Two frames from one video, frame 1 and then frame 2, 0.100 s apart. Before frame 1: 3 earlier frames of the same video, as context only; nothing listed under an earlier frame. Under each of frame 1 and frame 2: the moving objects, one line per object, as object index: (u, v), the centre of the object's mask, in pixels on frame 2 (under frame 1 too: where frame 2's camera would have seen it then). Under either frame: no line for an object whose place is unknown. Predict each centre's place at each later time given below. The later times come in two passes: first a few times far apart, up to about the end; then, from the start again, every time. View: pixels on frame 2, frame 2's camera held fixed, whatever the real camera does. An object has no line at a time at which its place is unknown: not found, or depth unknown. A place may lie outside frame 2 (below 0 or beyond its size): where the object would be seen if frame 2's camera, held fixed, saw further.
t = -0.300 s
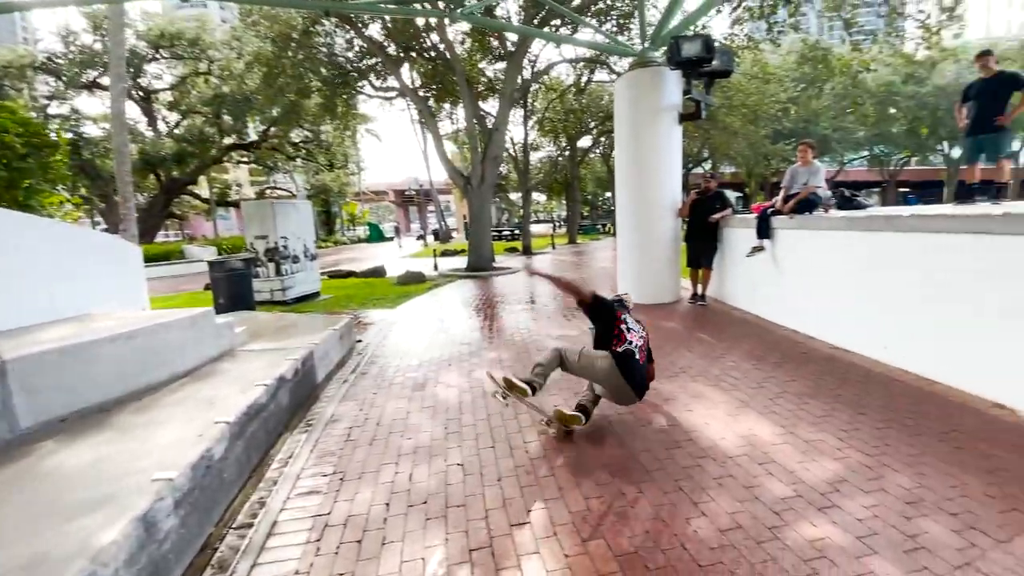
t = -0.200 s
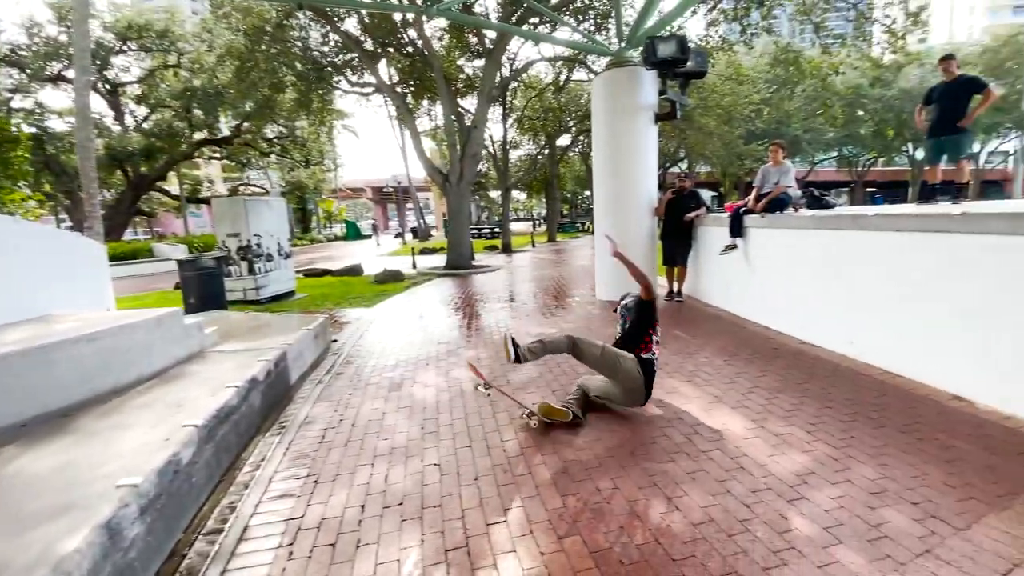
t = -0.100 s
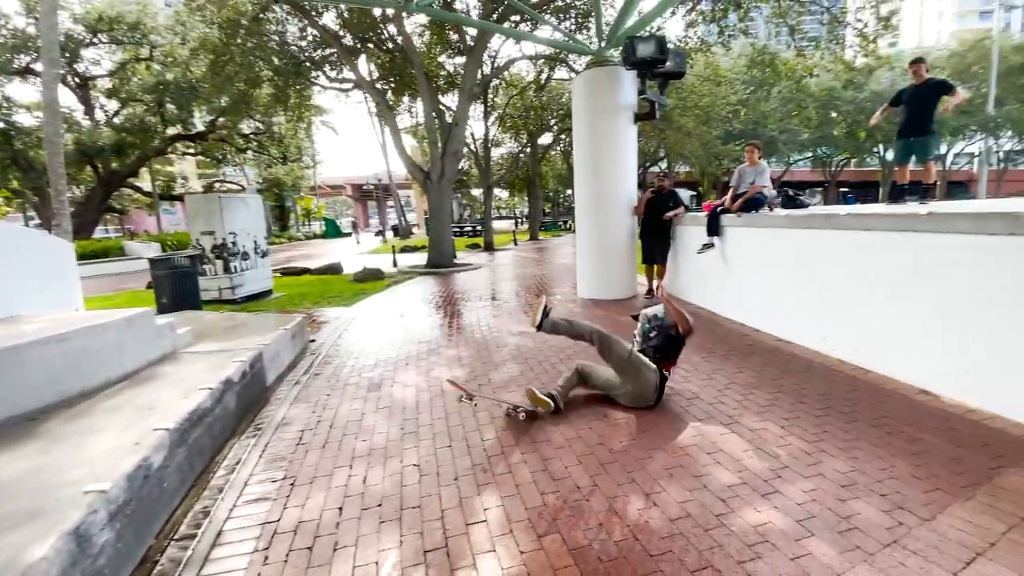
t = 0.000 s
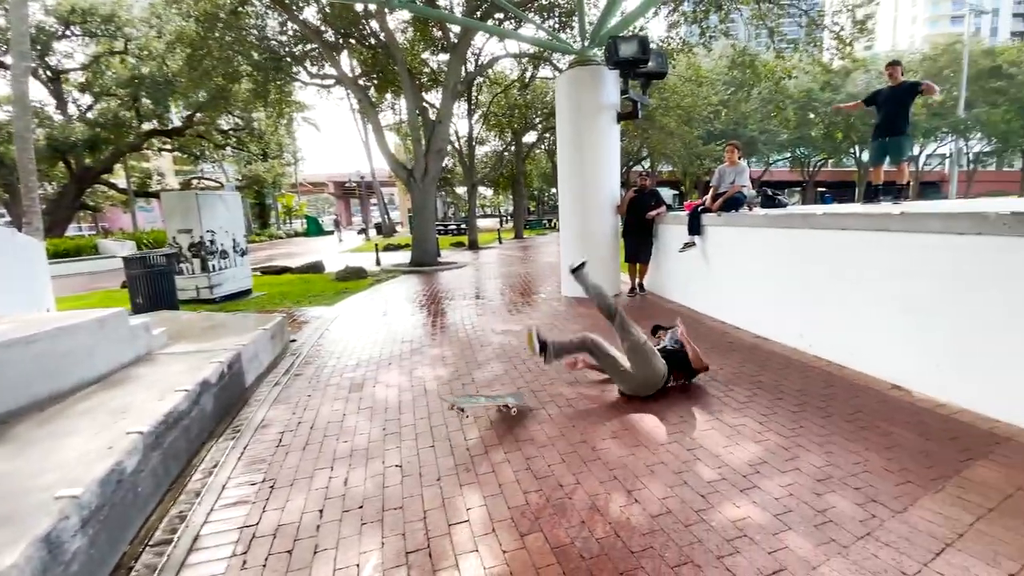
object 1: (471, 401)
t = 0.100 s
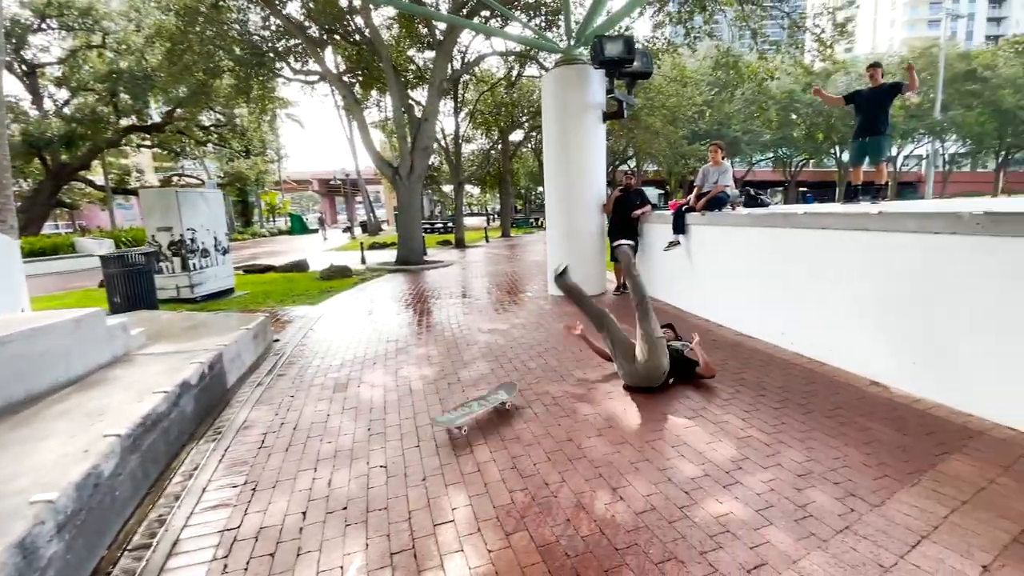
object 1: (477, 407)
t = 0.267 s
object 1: (490, 402)
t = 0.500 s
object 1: (497, 399)
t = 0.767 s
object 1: (504, 395)
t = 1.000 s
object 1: (507, 392)
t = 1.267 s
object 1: (510, 390)
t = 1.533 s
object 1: (511, 389)
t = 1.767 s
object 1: (511, 390)
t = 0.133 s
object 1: (480, 405)
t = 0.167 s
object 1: (482, 403)
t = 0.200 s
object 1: (485, 402)
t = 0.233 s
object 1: (487, 402)
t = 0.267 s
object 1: (490, 402)
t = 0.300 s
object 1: (491, 403)
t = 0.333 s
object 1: (492, 402)
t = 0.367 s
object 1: (494, 401)
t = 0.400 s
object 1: (495, 401)
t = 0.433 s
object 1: (495, 400)
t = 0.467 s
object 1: (496, 399)
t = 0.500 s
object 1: (497, 399)
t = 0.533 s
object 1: (498, 398)
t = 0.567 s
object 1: (499, 397)
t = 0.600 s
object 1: (500, 397)
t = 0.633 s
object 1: (501, 396)
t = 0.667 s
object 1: (501, 396)
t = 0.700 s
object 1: (502, 396)
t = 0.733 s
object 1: (503, 395)
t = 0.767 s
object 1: (504, 395)
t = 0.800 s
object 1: (504, 394)
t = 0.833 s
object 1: (505, 394)
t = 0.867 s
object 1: (506, 393)
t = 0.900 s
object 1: (506, 393)
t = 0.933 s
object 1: (506, 392)
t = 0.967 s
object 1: (507, 392)
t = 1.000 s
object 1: (507, 392)
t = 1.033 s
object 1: (508, 391)
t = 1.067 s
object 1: (508, 391)
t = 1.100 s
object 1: (508, 391)
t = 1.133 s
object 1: (509, 390)
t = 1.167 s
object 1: (509, 390)
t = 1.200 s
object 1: (509, 390)
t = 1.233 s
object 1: (510, 390)
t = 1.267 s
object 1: (510, 390)
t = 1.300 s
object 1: (510, 390)
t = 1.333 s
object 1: (511, 389)
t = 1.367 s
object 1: (511, 389)
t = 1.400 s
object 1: (511, 389)
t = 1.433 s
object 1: (511, 389)
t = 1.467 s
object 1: (511, 389)
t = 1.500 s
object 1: (511, 389)
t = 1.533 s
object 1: (511, 389)
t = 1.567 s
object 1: (511, 389)
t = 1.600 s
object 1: (511, 390)
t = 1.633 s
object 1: (511, 390)
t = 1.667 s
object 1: (511, 390)
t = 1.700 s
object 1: (511, 390)
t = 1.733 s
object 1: (511, 390)
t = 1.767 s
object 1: (511, 390)
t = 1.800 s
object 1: (511, 390)
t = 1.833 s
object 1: (510, 390)
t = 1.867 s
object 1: (510, 390)
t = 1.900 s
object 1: (510, 390)
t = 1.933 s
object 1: (510, 390)
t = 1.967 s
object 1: (509, 391)
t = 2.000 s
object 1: (509, 391)
